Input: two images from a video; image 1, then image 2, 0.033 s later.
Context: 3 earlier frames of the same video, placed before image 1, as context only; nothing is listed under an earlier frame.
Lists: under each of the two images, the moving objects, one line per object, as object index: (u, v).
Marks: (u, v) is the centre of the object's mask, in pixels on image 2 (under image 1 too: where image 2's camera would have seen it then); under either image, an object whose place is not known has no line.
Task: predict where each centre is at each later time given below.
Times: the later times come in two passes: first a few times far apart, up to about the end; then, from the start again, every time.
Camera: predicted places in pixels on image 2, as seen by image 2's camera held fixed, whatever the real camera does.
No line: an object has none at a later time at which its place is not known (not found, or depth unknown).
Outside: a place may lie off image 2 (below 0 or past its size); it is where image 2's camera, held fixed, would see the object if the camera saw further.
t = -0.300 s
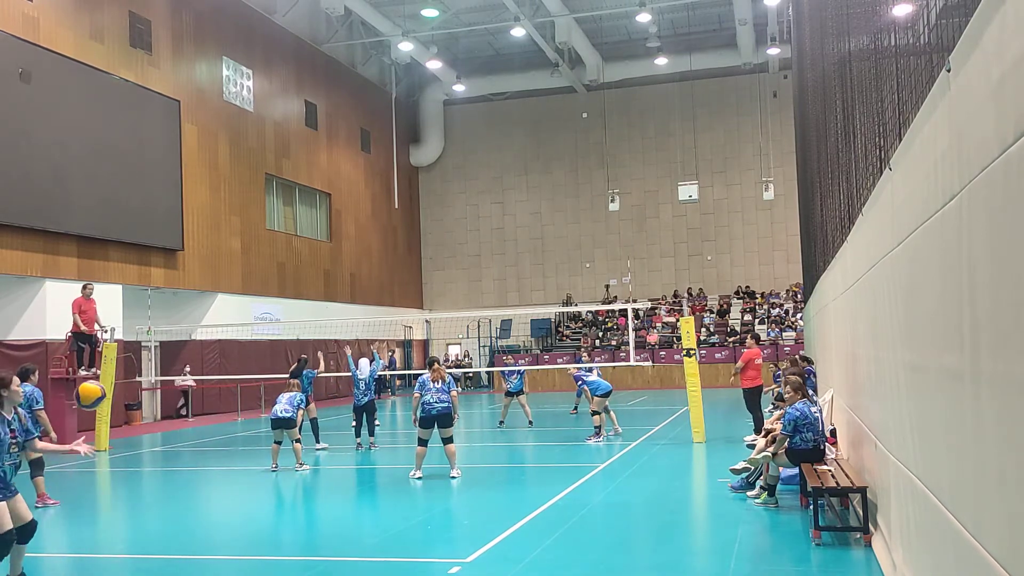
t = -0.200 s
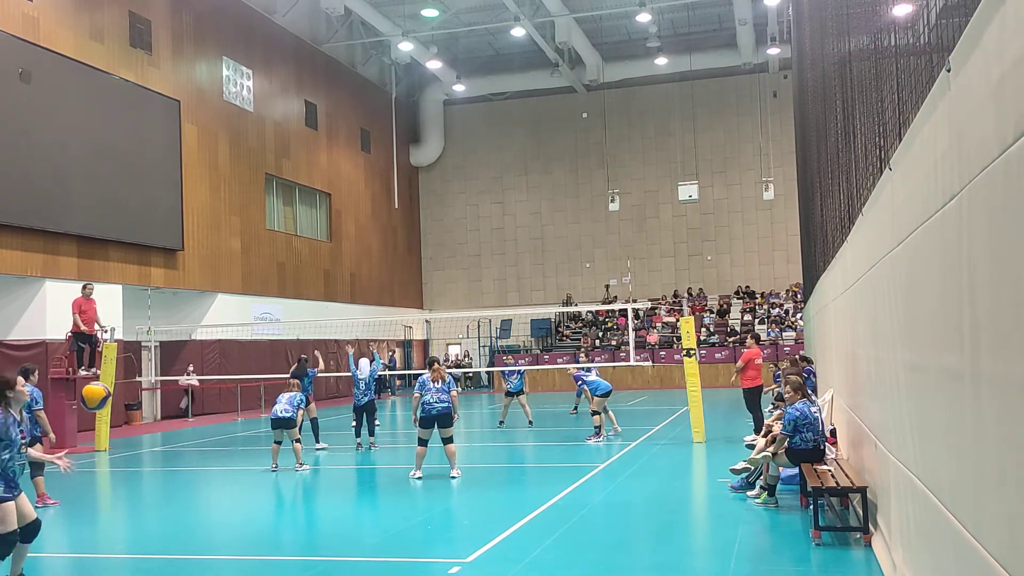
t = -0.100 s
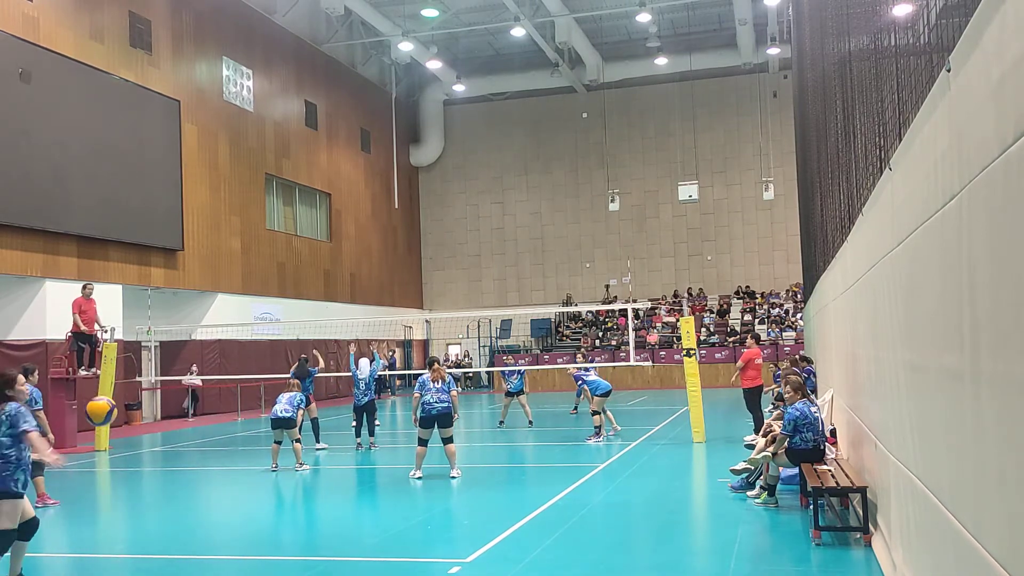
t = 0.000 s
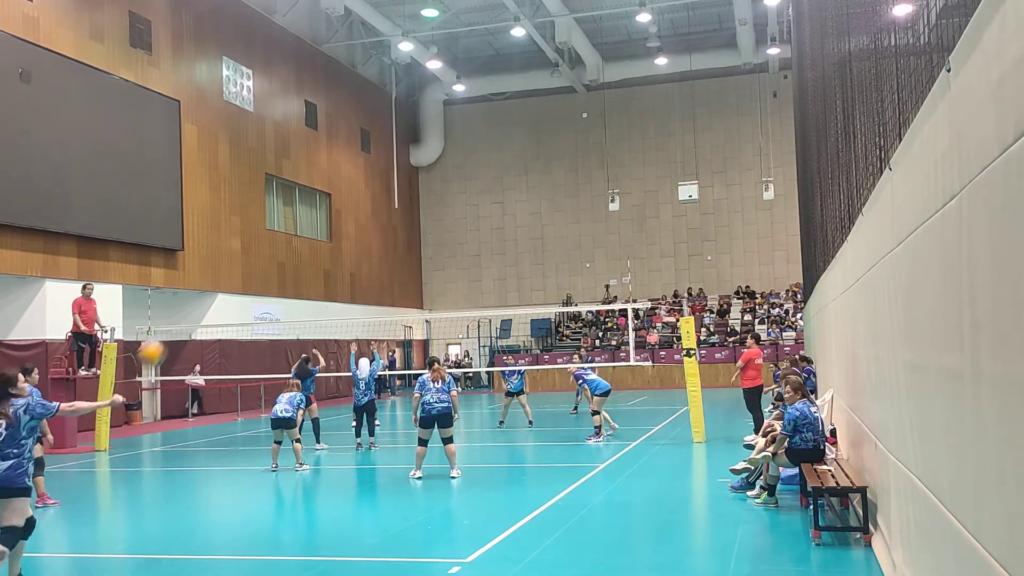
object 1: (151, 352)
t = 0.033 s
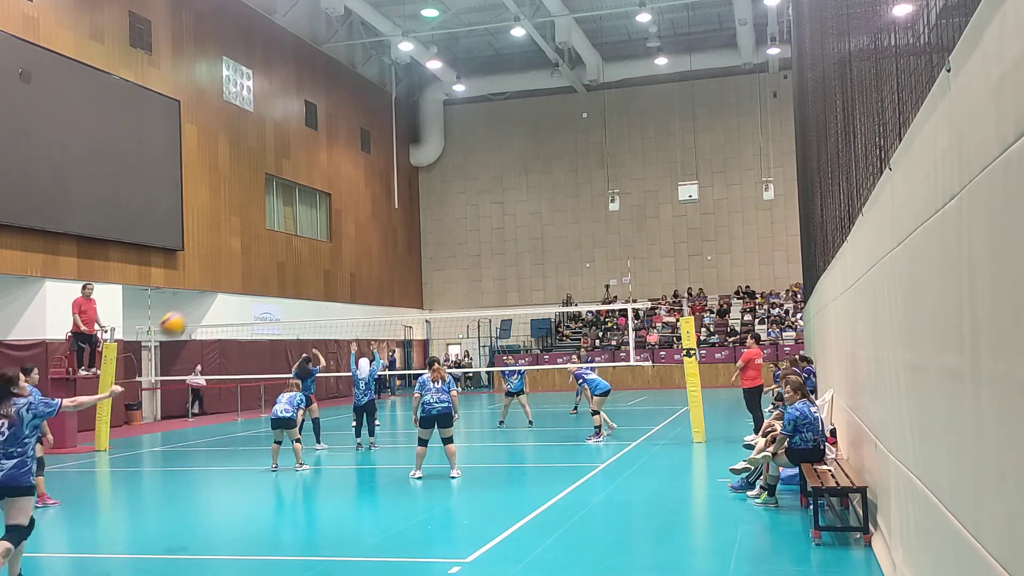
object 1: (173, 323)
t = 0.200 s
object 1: (254, 227)
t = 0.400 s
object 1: (315, 183)
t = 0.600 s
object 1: (356, 180)
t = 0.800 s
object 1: (382, 203)
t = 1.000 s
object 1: (400, 242)
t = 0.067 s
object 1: (193, 298)
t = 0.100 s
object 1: (210, 277)
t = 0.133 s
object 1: (226, 257)
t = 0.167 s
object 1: (241, 241)
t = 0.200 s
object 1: (254, 227)
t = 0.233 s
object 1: (266, 216)
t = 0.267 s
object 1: (277, 206)
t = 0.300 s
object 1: (287, 198)
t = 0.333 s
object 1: (297, 192)
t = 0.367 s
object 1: (307, 187)
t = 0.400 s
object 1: (315, 183)
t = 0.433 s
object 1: (323, 180)
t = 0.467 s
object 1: (330, 178)
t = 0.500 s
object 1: (337, 177)
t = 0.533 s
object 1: (344, 177)
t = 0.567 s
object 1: (350, 178)
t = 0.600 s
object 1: (356, 180)
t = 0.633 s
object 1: (361, 181)
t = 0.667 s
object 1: (366, 185)
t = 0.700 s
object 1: (370, 189)
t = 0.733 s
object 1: (375, 193)
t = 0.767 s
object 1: (379, 198)
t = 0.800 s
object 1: (382, 203)
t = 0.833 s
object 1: (386, 209)
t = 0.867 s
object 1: (390, 215)
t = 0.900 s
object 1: (392, 220)
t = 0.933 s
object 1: (395, 227)
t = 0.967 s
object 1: (398, 235)
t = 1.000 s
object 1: (400, 242)
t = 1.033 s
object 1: (403, 250)
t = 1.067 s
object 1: (405, 258)
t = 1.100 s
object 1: (407, 266)
